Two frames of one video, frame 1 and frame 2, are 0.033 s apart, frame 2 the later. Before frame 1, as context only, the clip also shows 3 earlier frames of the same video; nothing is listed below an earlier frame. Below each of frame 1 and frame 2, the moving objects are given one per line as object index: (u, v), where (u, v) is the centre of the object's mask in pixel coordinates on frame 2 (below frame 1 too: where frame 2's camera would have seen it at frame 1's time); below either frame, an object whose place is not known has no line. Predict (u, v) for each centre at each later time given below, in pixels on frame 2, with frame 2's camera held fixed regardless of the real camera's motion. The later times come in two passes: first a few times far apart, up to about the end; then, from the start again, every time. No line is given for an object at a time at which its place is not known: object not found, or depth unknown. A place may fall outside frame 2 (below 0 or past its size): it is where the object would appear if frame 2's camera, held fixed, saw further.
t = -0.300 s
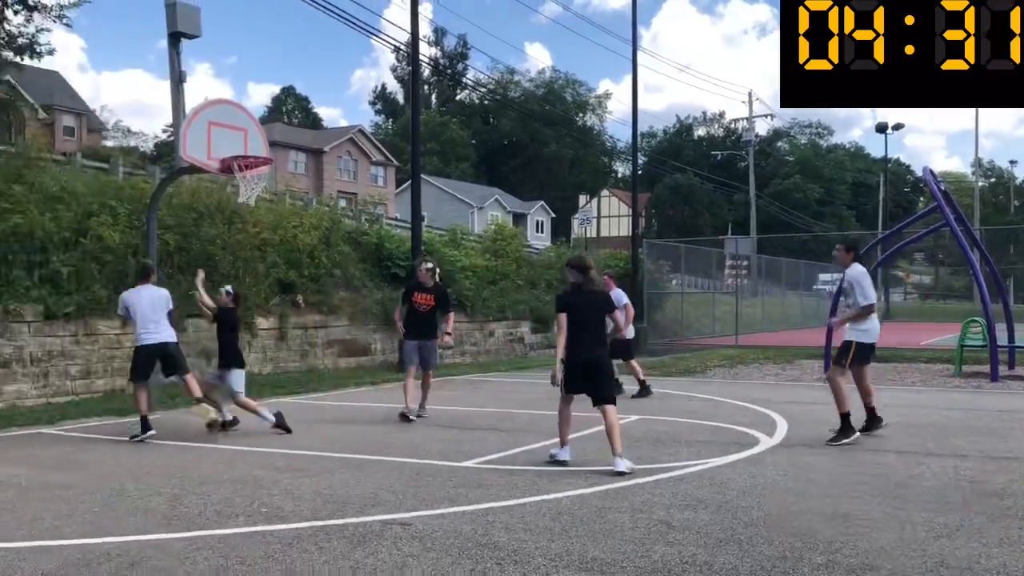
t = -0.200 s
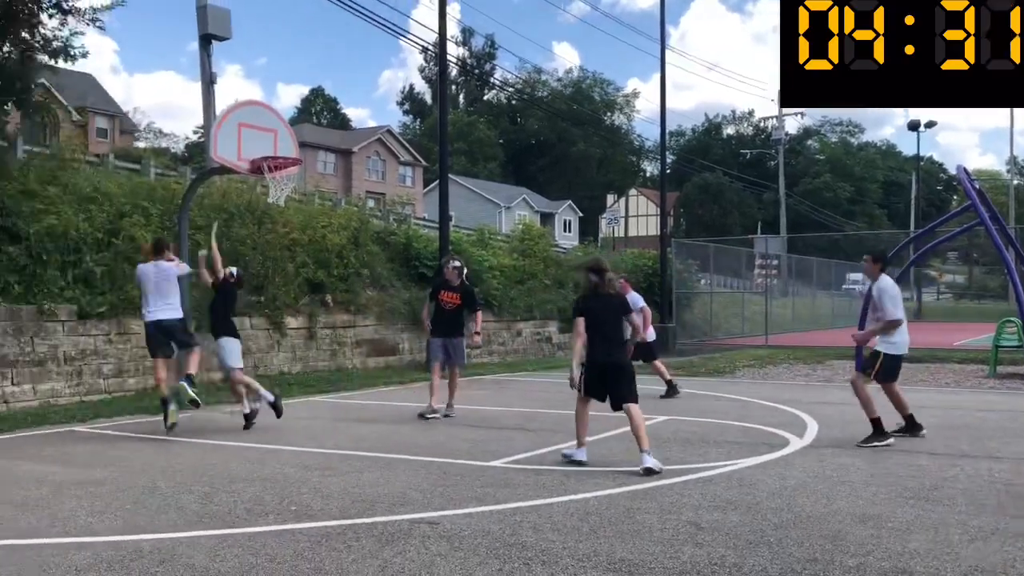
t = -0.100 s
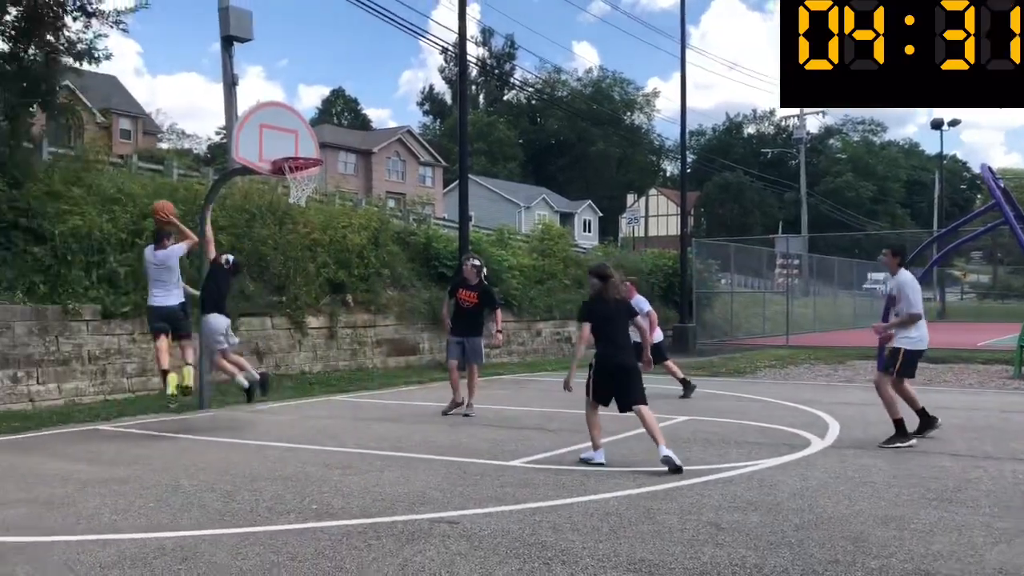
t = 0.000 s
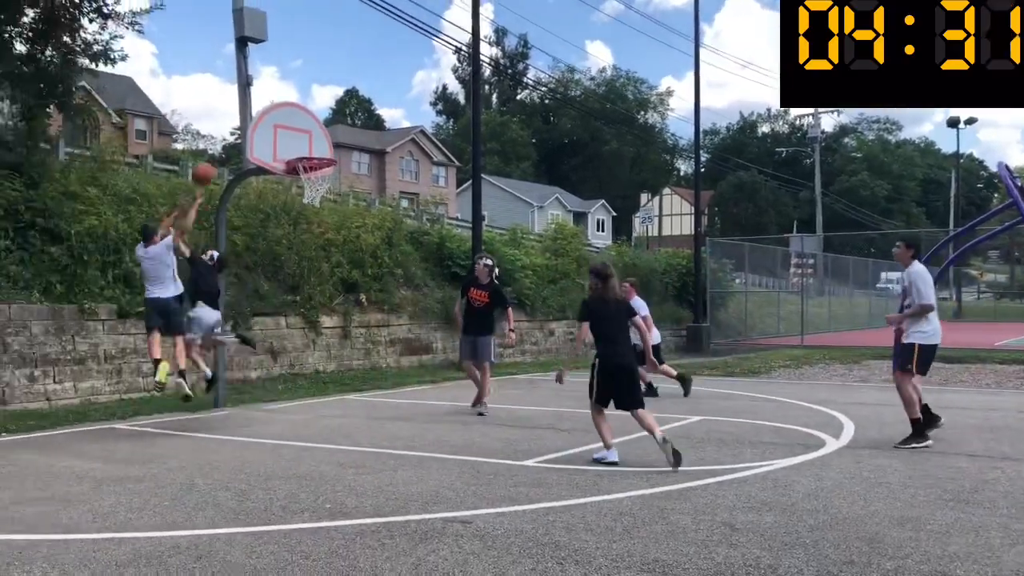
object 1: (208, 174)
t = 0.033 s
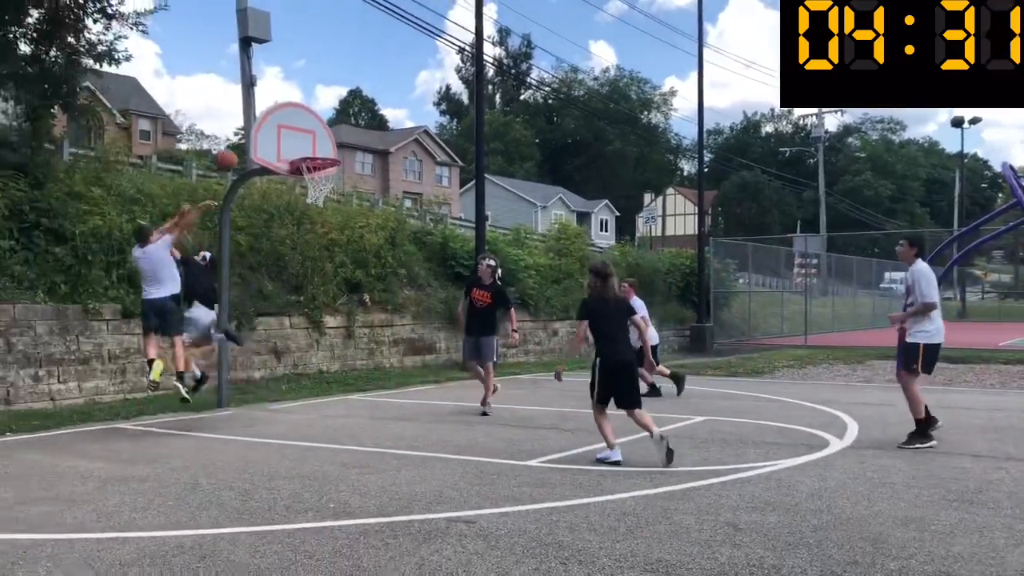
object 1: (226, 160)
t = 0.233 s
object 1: (327, 106)
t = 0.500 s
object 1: (447, 93)
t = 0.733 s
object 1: (540, 126)
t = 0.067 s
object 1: (245, 148)
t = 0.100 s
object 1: (260, 138)
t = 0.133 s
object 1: (278, 128)
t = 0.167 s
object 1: (294, 120)
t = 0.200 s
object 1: (311, 113)
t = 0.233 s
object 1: (327, 106)
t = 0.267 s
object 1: (343, 101)
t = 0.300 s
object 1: (358, 97)
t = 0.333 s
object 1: (374, 94)
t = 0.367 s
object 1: (389, 92)
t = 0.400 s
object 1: (404, 91)
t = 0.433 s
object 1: (418, 91)
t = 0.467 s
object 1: (433, 92)
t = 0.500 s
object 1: (447, 93)
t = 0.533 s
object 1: (460, 96)
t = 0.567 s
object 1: (475, 99)
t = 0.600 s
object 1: (486, 103)
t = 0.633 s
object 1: (501, 107)
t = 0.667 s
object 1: (514, 113)
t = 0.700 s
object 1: (527, 120)
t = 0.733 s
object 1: (540, 126)
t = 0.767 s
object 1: (552, 134)
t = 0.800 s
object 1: (564, 143)
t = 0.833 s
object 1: (576, 153)
